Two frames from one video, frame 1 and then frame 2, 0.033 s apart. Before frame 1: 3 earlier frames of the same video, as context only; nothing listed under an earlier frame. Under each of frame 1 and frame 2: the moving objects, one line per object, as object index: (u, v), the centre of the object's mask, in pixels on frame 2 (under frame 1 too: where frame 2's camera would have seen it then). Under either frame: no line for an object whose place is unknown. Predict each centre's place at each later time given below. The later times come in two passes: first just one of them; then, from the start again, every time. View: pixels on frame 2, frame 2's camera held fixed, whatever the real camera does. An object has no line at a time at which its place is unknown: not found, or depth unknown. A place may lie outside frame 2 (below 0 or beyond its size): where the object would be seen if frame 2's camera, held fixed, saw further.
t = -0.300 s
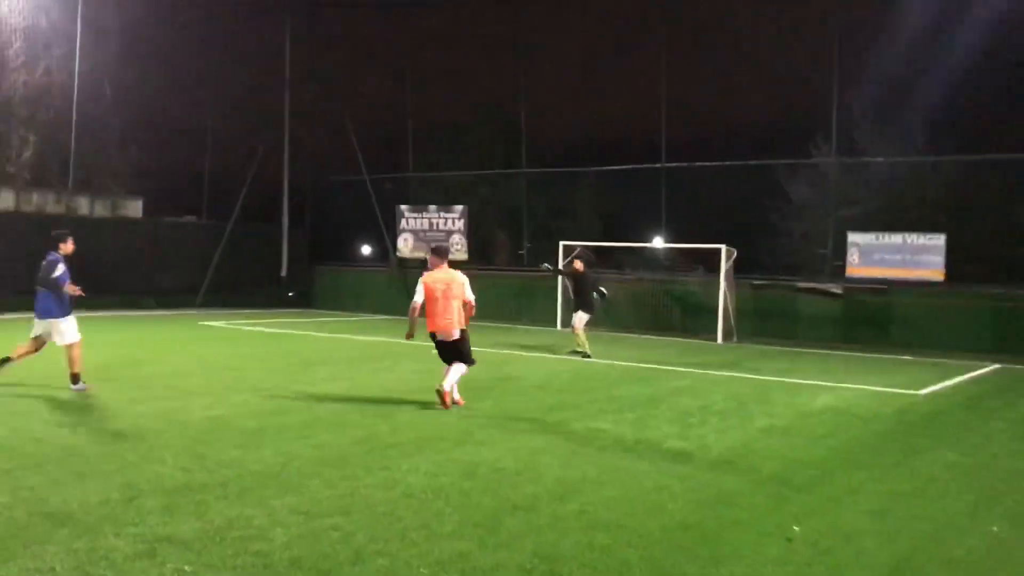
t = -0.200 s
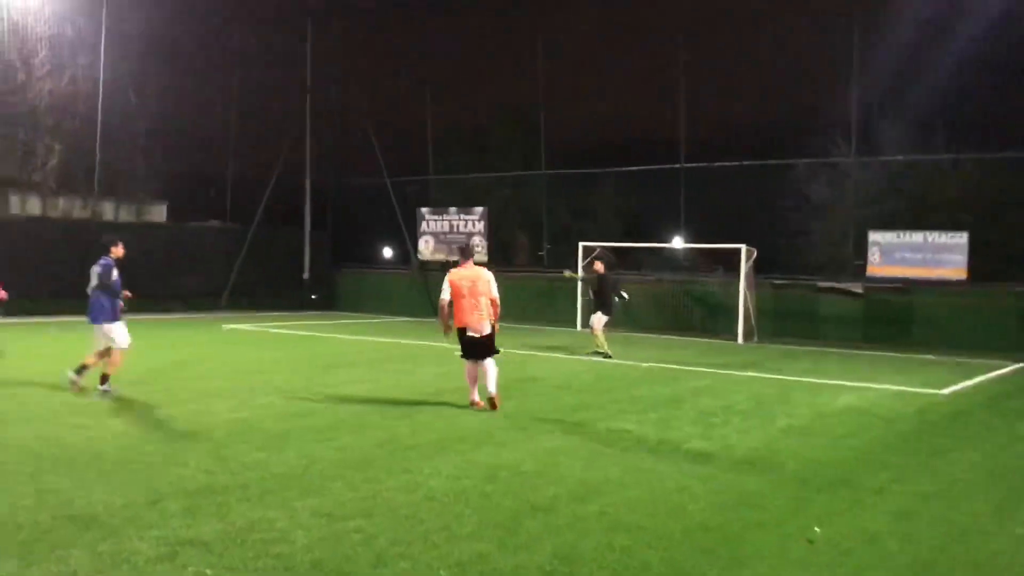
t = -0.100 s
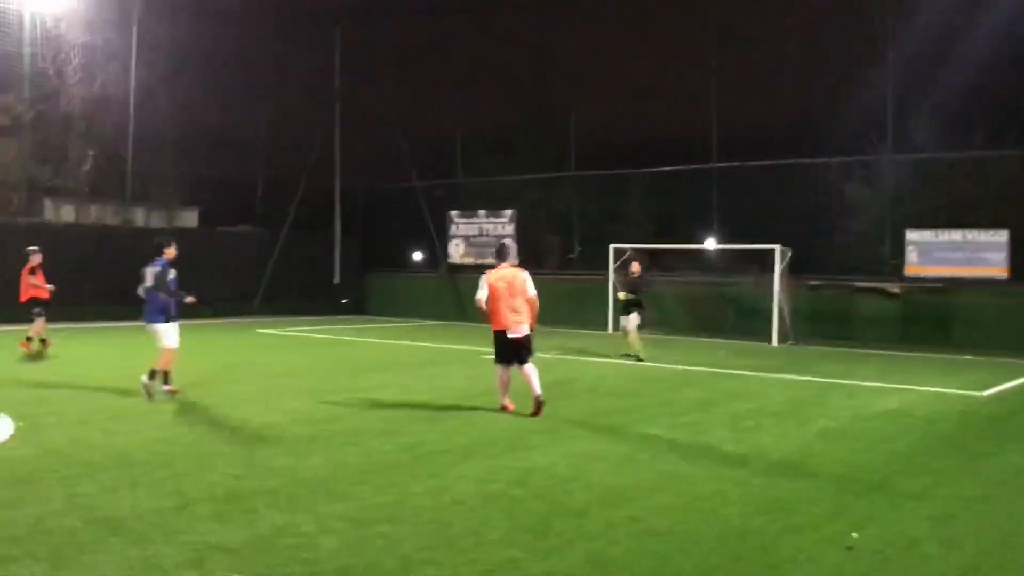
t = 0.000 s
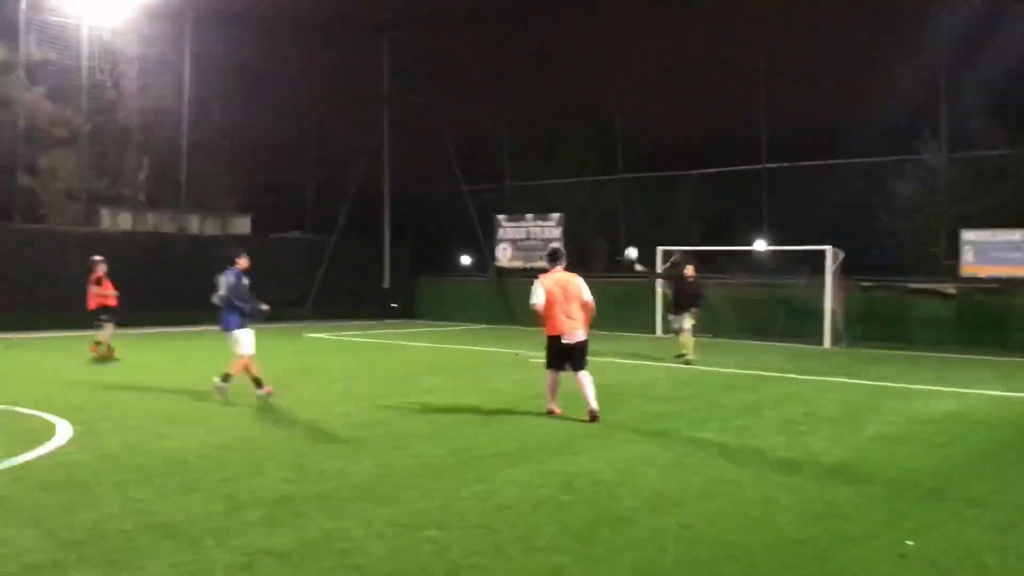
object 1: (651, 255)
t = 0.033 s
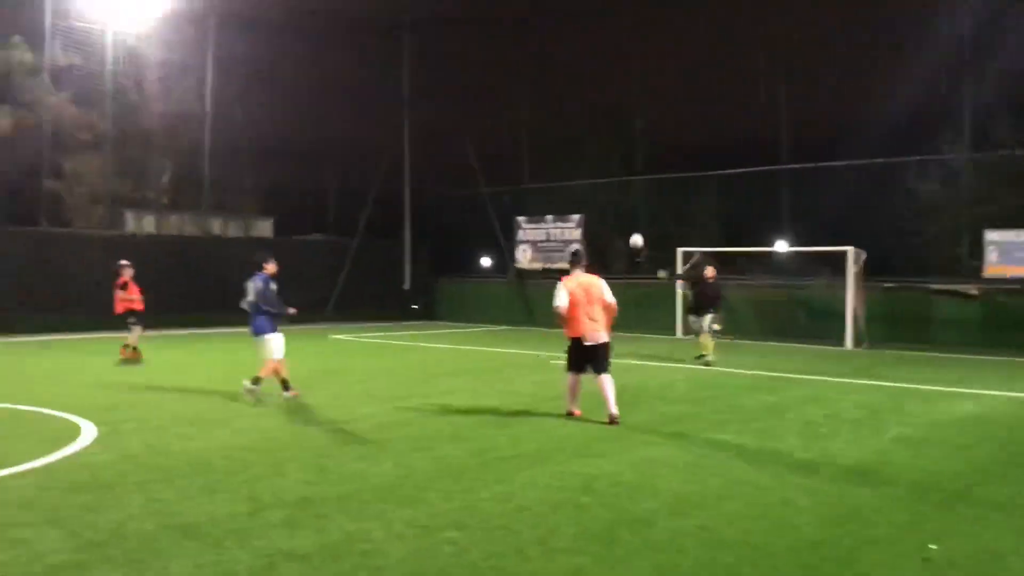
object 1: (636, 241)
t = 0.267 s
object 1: (512, 144)
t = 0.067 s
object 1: (621, 227)
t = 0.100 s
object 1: (604, 214)
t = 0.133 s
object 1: (588, 200)
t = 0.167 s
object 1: (570, 186)
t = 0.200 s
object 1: (552, 172)
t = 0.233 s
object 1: (533, 158)
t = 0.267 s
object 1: (512, 144)
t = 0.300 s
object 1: (491, 130)
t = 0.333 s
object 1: (469, 115)
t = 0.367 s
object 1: (446, 101)
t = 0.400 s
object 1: (422, 87)
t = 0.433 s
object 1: (398, 73)
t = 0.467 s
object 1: (370, 59)
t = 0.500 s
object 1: (340, 45)
